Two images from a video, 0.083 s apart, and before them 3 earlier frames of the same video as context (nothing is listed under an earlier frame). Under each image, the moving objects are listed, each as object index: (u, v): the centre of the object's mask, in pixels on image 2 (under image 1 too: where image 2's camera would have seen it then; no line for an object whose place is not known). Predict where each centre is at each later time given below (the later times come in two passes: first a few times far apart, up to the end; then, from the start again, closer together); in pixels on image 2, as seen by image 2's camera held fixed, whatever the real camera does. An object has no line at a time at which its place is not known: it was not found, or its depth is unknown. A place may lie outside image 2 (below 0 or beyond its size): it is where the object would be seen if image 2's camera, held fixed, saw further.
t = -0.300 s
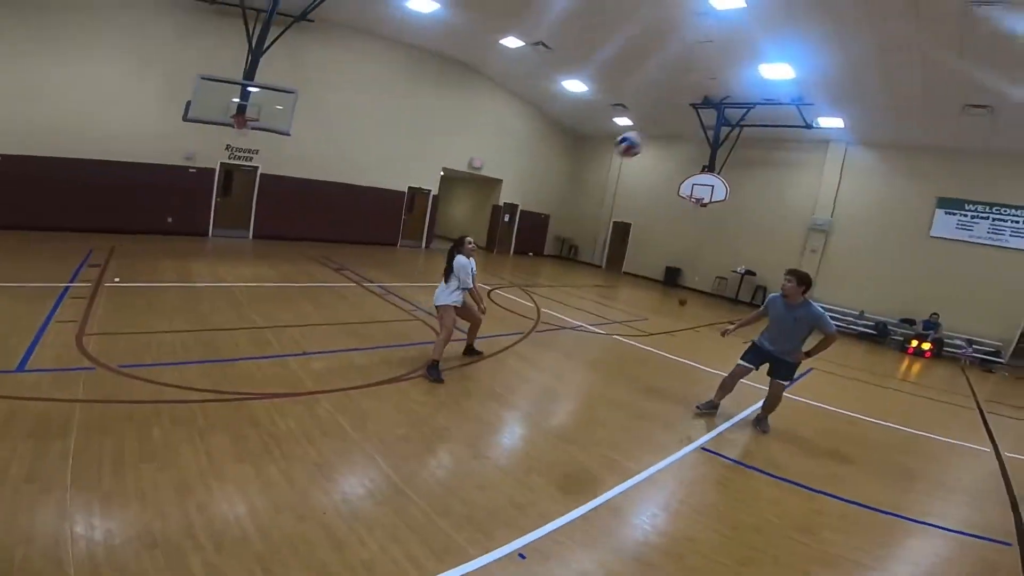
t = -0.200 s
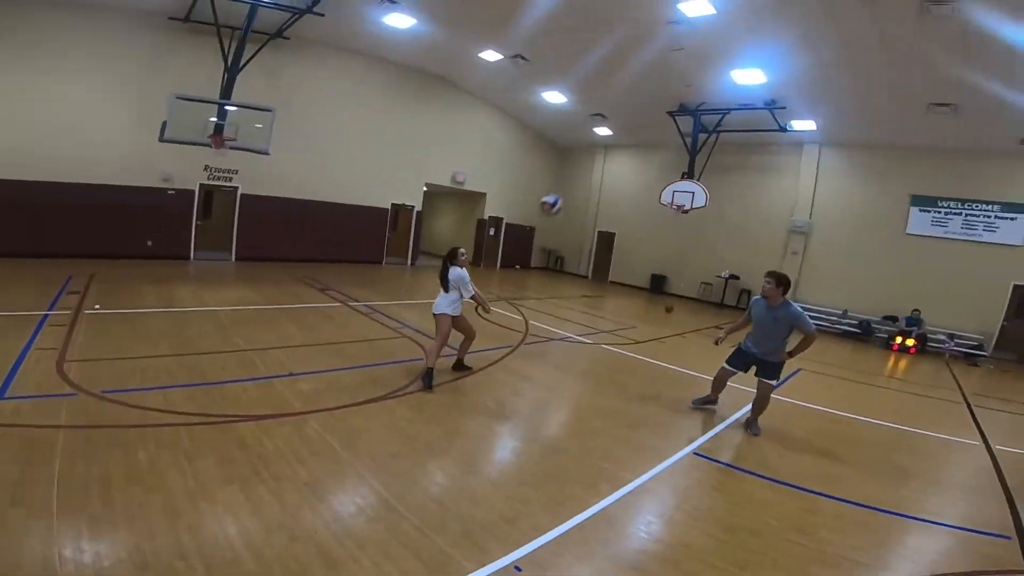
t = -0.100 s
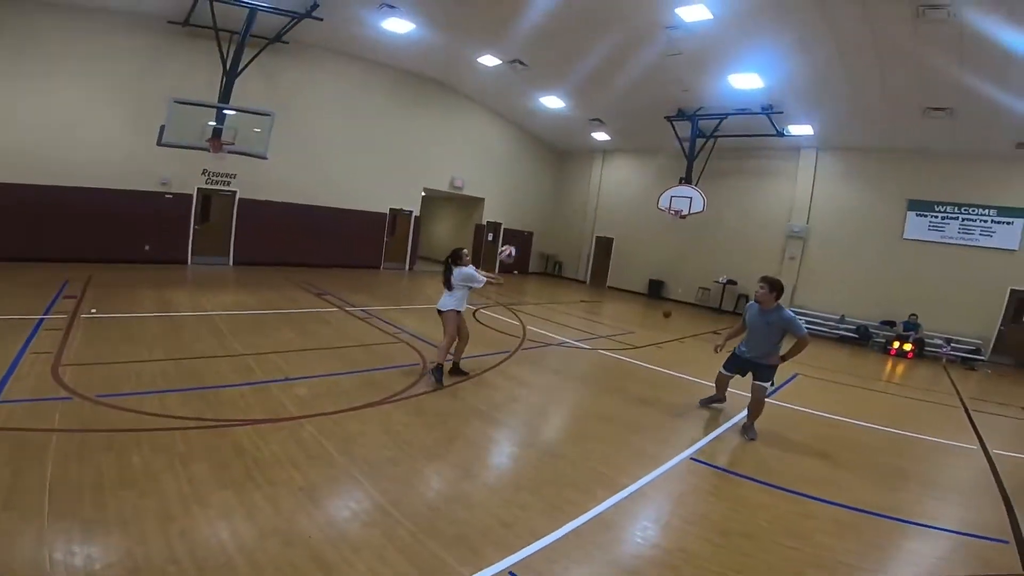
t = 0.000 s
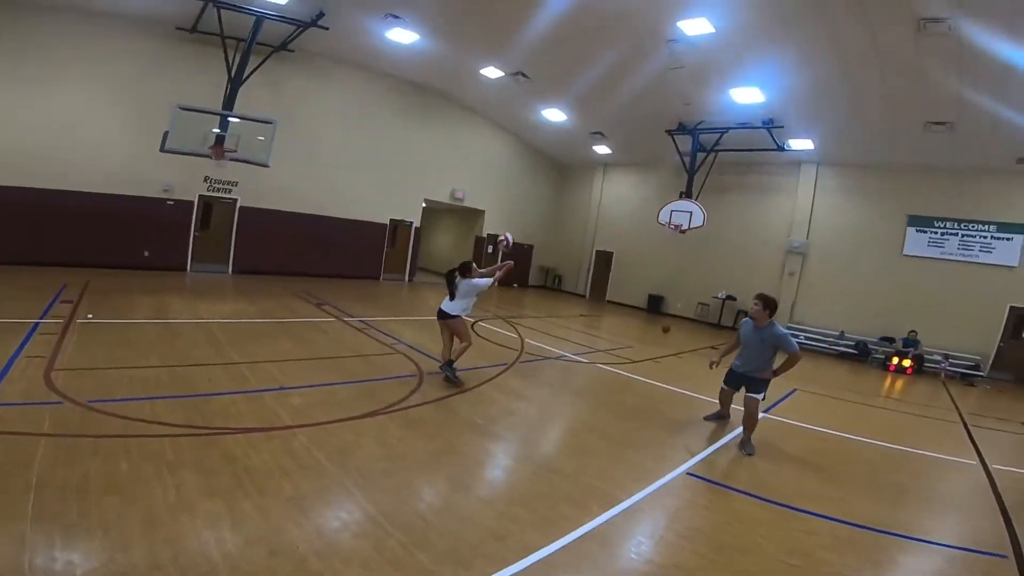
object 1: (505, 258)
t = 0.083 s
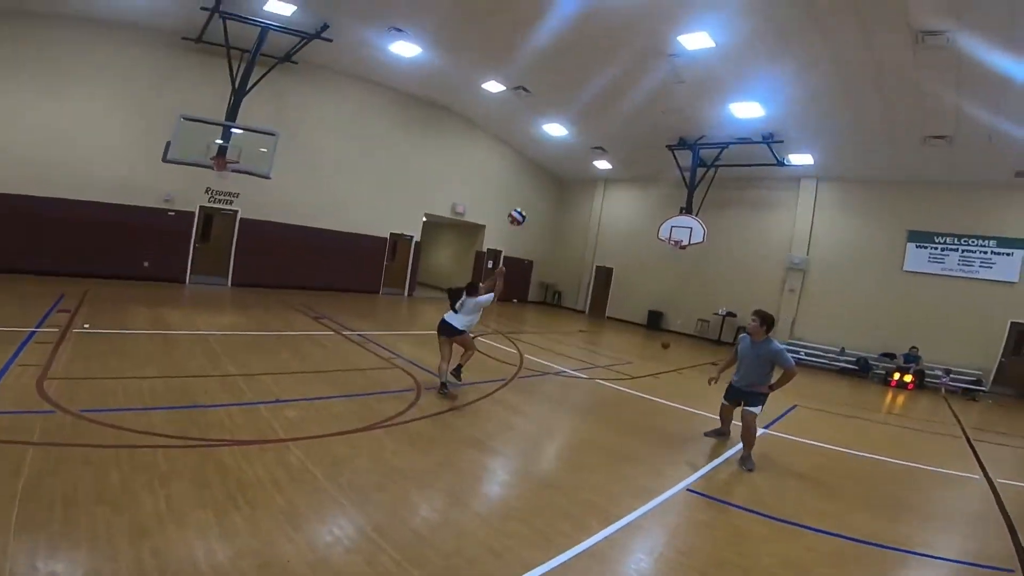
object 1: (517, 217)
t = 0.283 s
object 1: (546, 133)
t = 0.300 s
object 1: (549, 125)
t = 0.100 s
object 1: (519, 209)
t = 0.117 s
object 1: (521, 201)
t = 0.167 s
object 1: (529, 179)
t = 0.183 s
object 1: (531, 172)
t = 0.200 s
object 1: (534, 163)
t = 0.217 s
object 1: (537, 157)
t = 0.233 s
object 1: (539, 150)
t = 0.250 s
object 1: (541, 144)
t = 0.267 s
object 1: (543, 138)
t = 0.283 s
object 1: (546, 133)
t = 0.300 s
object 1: (549, 125)
